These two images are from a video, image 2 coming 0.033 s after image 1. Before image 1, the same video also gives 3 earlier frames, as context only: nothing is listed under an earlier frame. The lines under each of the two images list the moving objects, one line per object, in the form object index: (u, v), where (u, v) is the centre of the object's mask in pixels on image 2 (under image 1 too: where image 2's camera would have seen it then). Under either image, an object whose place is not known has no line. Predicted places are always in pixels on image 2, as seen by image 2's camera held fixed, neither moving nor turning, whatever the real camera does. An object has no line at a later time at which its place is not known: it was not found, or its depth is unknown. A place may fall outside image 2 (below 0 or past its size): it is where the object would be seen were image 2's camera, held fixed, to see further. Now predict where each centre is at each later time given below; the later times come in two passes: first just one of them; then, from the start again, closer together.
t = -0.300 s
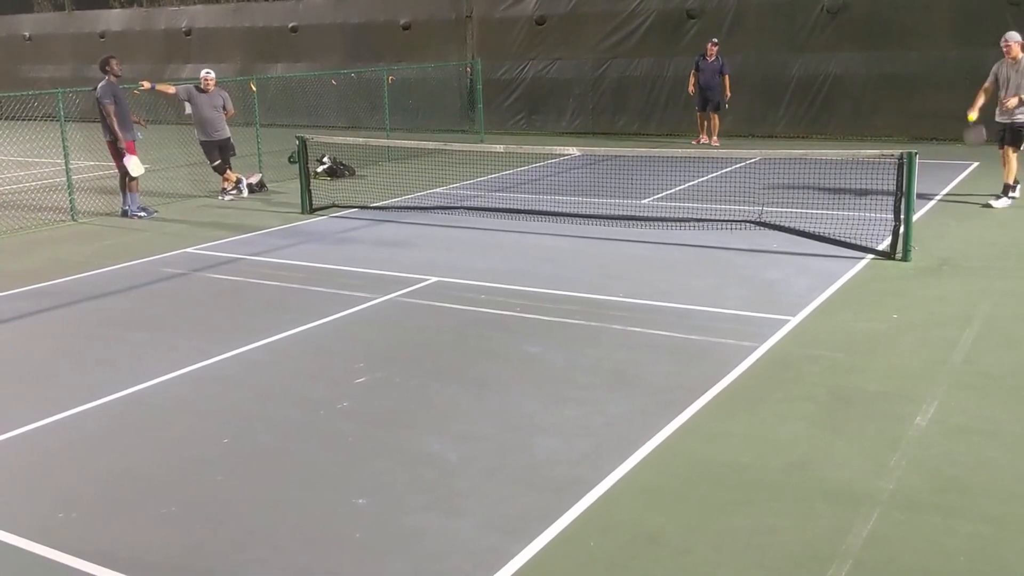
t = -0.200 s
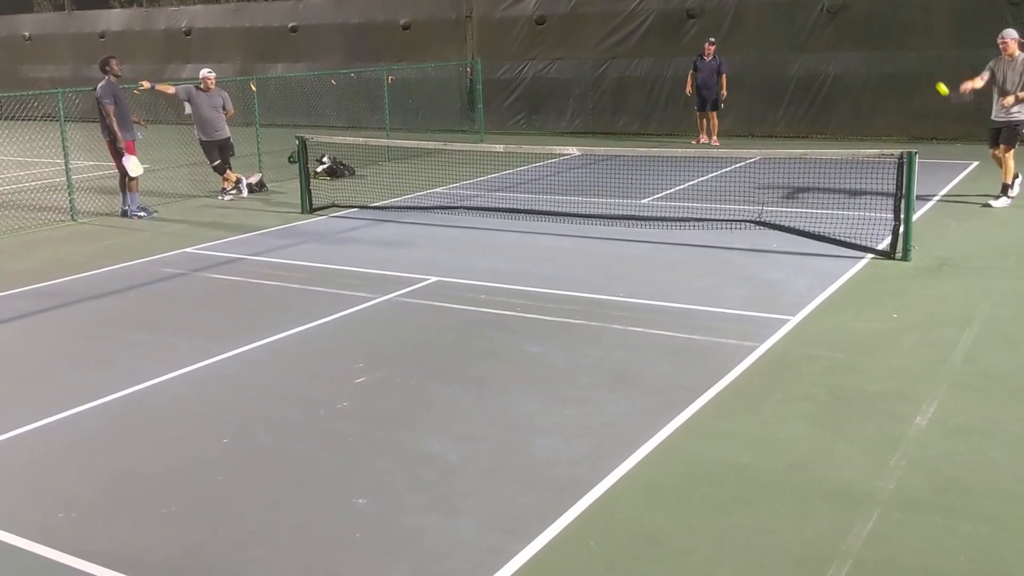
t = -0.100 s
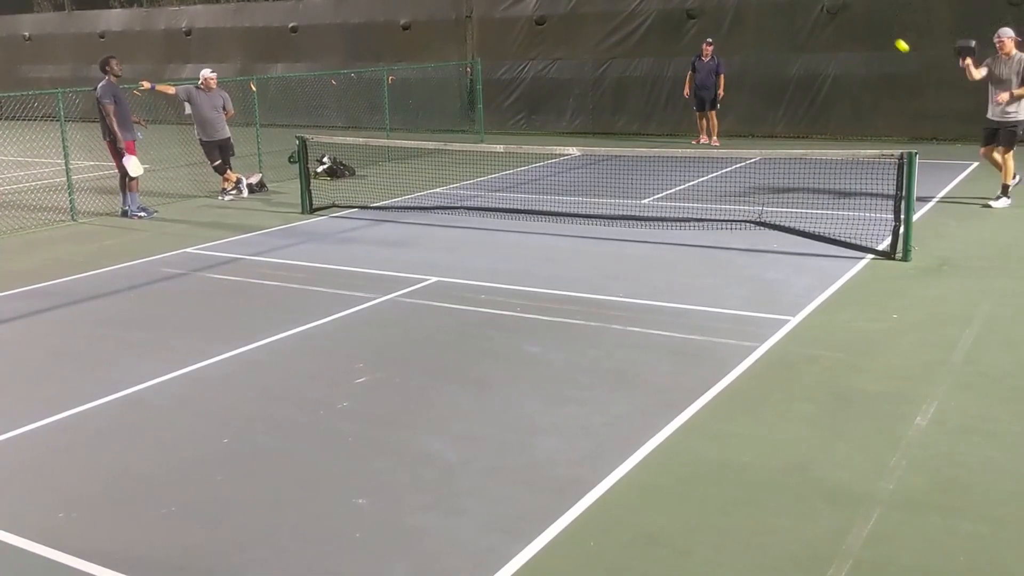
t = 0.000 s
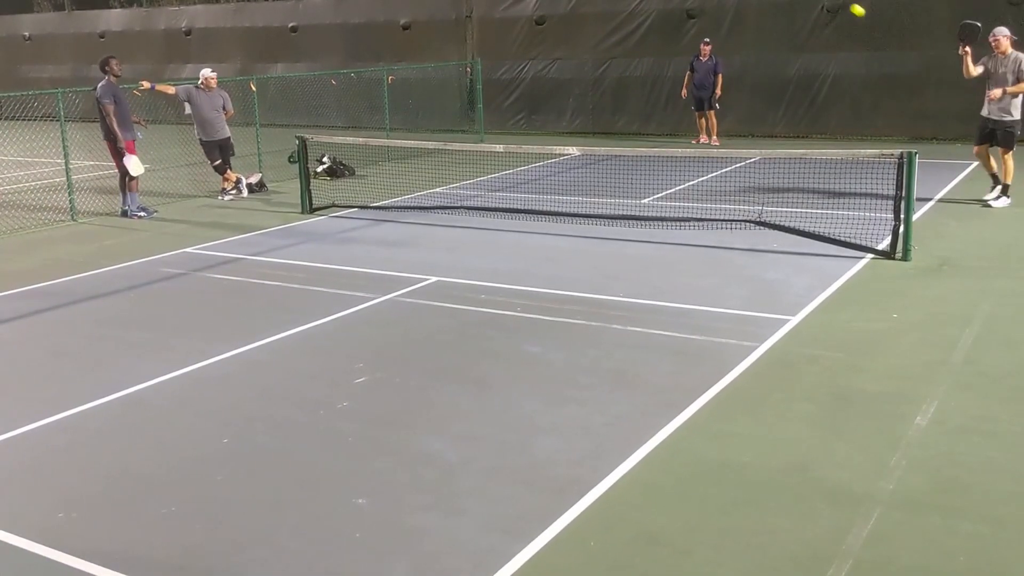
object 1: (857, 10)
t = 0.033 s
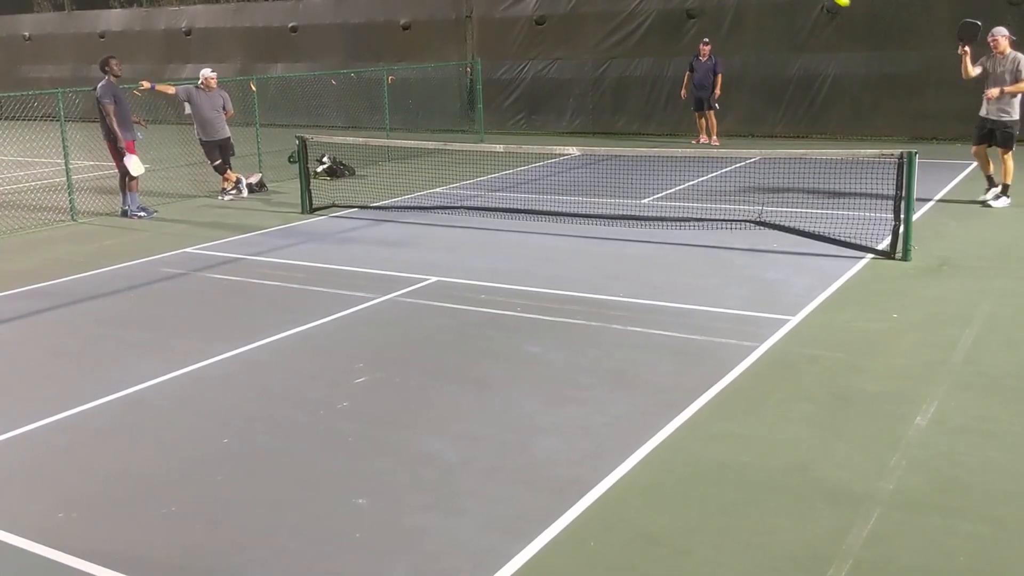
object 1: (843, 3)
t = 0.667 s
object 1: (471, 105)
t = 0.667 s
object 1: (471, 105)
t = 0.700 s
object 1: (449, 129)
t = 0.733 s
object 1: (427, 157)
